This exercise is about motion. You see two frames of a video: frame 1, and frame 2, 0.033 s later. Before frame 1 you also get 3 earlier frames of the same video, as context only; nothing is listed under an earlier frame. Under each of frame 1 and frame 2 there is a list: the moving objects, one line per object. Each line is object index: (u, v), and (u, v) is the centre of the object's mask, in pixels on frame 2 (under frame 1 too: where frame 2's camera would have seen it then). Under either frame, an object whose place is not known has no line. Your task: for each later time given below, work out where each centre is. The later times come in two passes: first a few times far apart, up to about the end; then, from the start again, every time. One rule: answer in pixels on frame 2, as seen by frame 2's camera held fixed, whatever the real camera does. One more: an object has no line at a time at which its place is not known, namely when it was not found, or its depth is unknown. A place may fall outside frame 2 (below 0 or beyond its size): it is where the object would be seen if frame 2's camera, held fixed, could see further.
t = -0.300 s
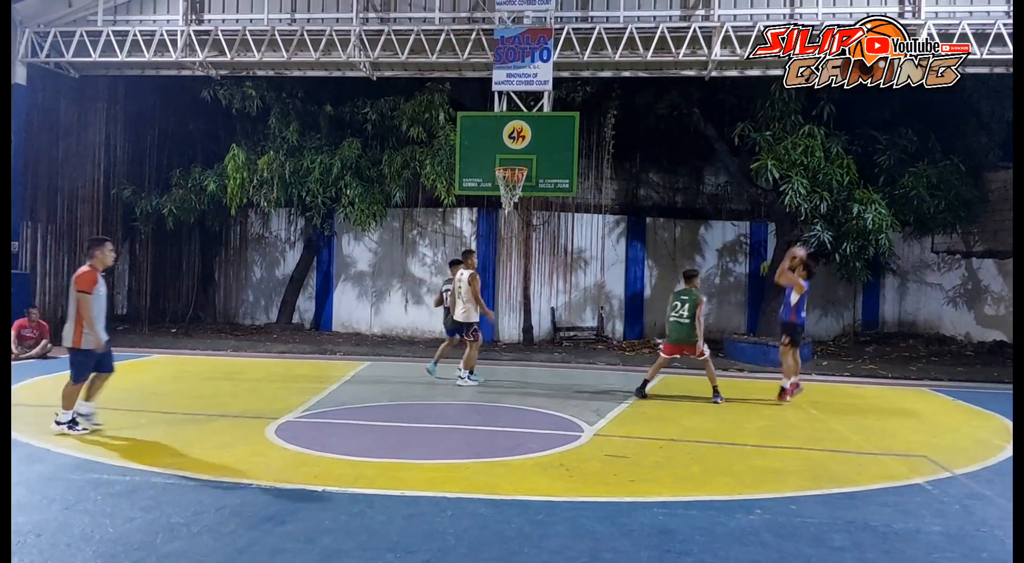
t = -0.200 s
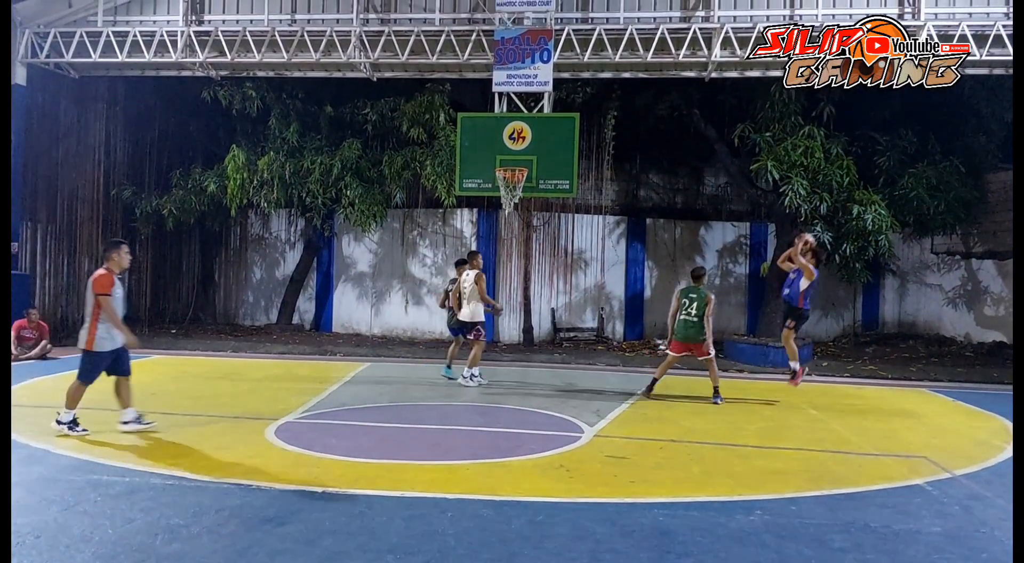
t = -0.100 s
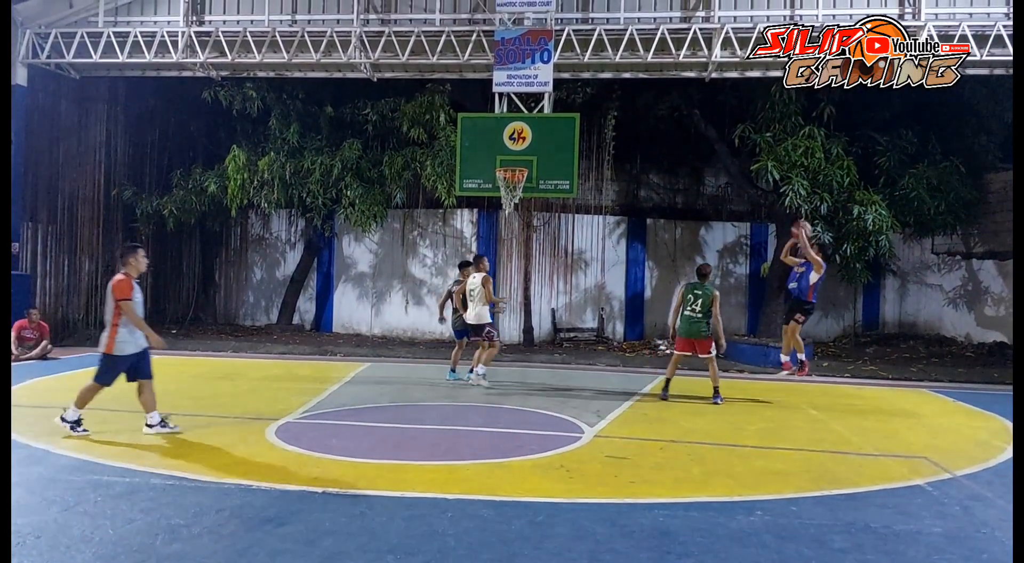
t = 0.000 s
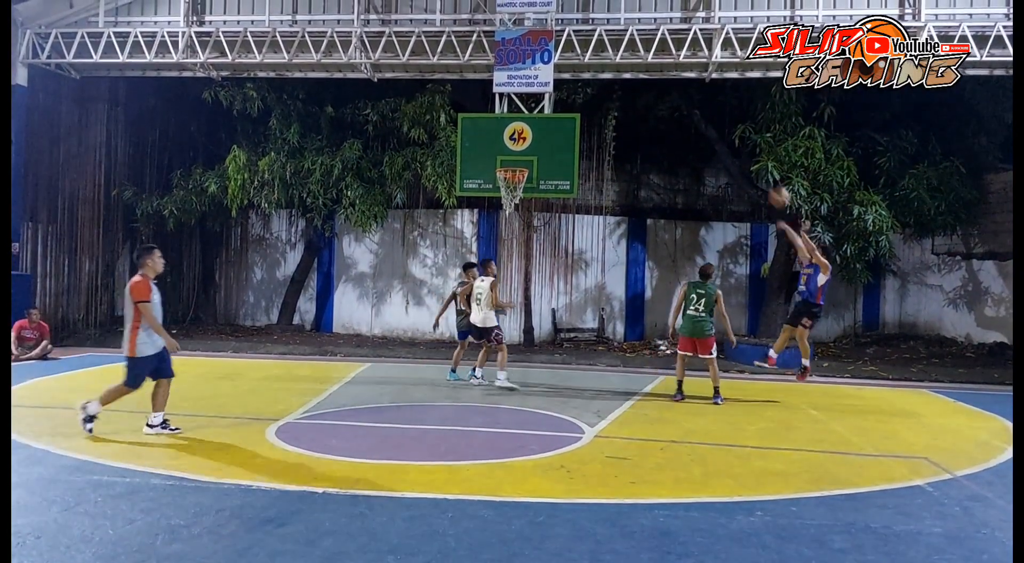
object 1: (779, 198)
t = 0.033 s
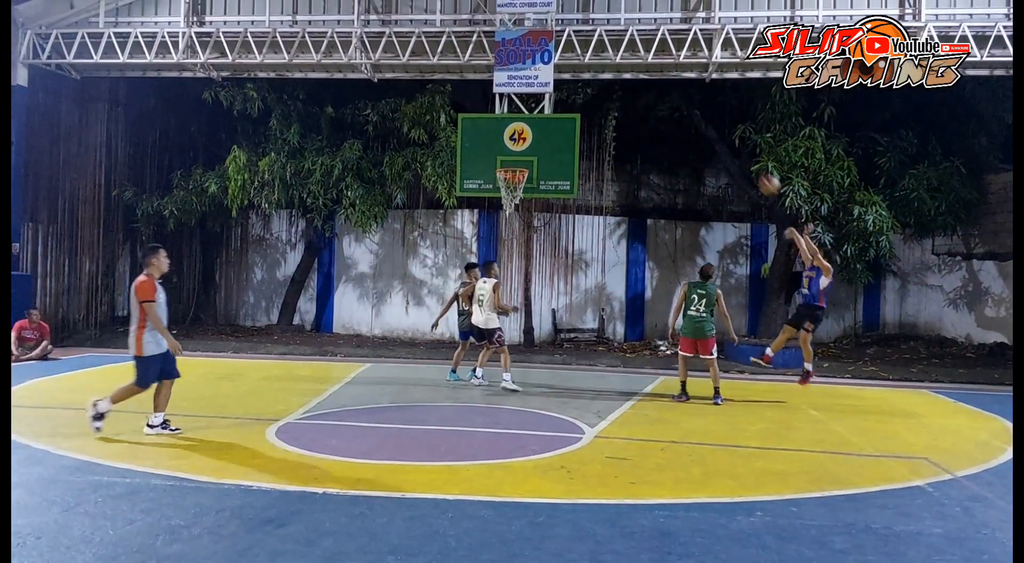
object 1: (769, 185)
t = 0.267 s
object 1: (700, 126)
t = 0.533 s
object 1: (626, 112)
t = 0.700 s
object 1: (584, 127)
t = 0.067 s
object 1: (759, 174)
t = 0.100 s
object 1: (749, 164)
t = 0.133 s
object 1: (739, 155)
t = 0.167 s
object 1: (728, 146)
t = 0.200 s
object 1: (719, 139)
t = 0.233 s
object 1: (710, 133)
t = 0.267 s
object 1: (700, 126)
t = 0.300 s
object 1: (690, 122)
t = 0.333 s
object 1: (680, 118)
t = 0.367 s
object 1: (671, 115)
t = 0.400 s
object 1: (662, 113)
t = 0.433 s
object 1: (653, 111)
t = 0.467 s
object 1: (644, 111)
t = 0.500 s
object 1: (635, 111)
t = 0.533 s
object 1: (626, 112)
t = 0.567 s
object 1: (617, 113)
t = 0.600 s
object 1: (608, 116)
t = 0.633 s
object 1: (600, 119)
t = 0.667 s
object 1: (591, 123)
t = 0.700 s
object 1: (584, 127)
